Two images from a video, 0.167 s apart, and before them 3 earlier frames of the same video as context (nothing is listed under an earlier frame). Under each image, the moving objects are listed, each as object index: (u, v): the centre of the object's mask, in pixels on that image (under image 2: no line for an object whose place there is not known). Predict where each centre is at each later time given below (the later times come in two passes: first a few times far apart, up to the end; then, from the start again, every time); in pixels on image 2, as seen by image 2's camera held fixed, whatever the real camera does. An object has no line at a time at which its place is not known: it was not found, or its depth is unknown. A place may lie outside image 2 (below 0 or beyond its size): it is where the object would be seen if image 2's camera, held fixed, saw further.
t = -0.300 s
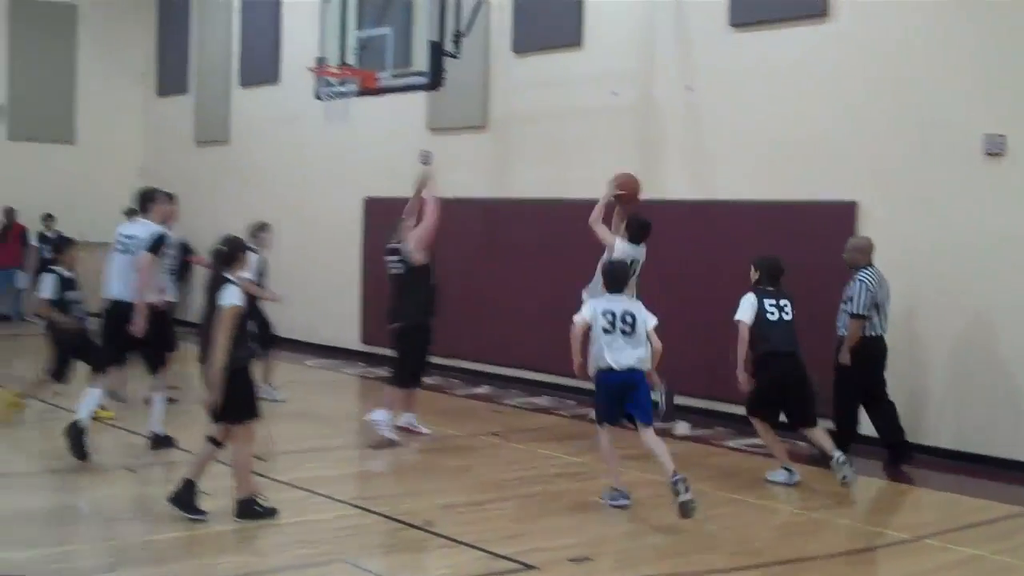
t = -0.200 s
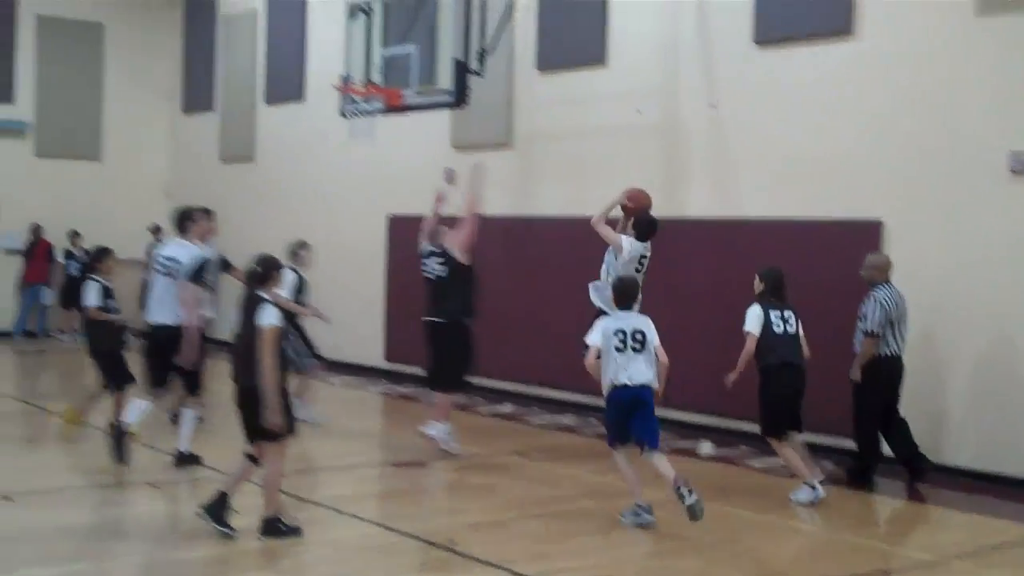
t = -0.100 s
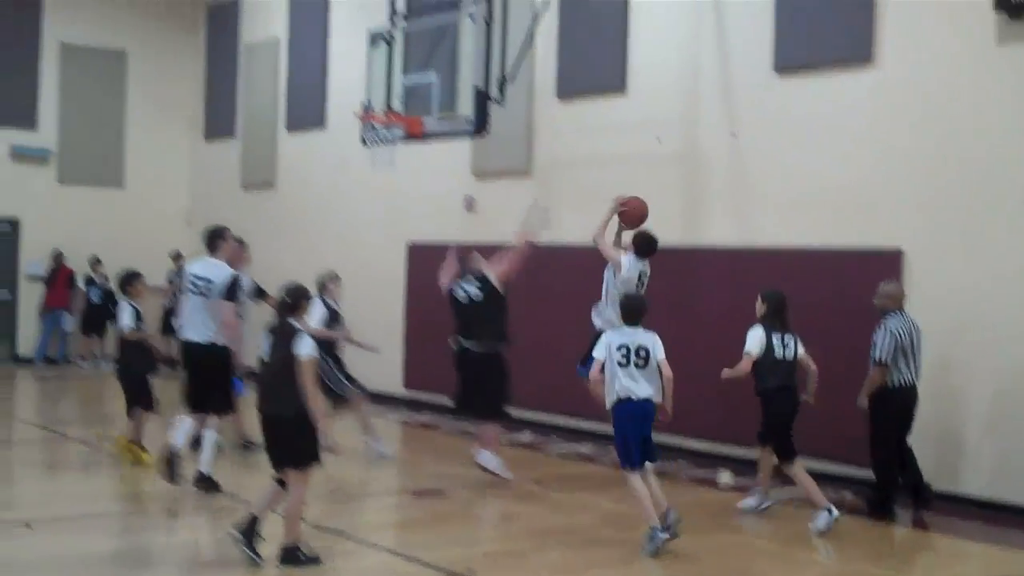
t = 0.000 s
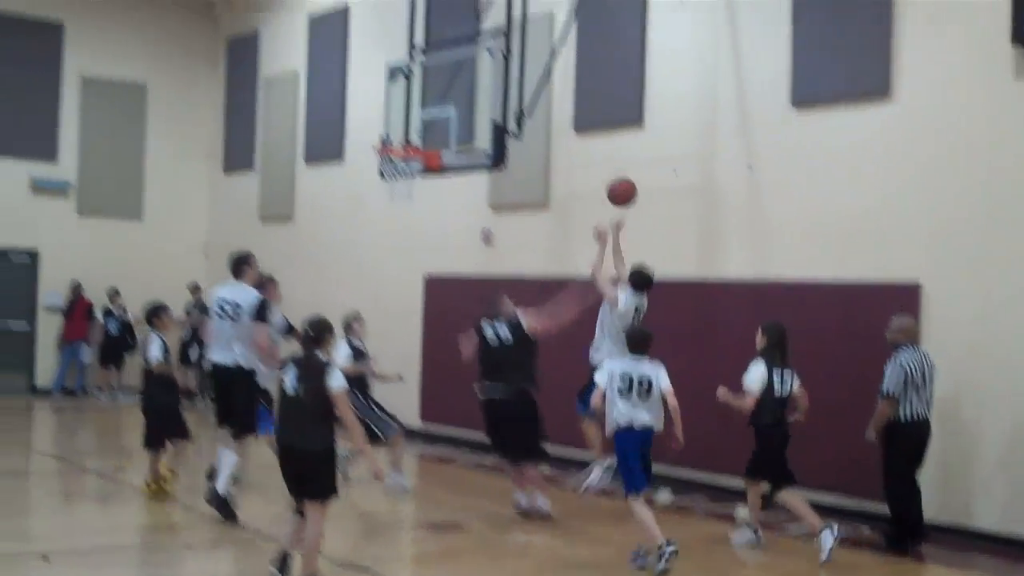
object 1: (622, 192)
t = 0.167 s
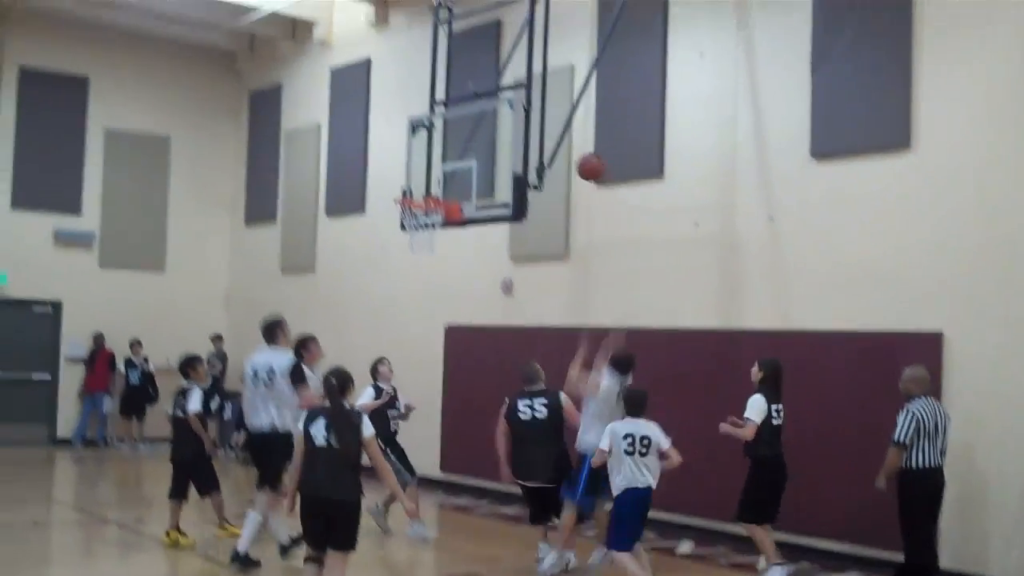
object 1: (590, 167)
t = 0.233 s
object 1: (571, 147)
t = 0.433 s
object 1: (516, 124)
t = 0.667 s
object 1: (454, 151)
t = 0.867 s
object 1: (415, 177)
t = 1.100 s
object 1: (397, 138)
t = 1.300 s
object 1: (379, 149)
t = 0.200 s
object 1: (580, 156)
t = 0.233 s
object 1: (571, 147)
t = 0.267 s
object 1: (562, 141)
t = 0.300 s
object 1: (552, 134)
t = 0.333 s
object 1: (543, 130)
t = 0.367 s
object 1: (534, 126)
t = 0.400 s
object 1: (524, 125)
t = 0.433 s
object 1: (516, 124)
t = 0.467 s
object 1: (506, 124)
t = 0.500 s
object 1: (498, 125)
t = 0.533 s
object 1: (488, 128)
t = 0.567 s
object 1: (480, 132)
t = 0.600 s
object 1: (472, 137)
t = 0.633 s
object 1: (463, 145)
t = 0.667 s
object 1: (454, 151)
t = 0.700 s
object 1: (447, 160)
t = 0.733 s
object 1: (439, 170)
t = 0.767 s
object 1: (430, 180)
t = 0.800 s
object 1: (421, 189)
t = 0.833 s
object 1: (418, 187)
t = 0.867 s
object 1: (415, 177)
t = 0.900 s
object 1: (413, 169)
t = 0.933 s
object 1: (410, 161)
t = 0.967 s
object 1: (408, 154)
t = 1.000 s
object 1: (405, 149)
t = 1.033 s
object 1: (402, 144)
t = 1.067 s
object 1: (400, 141)
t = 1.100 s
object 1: (397, 138)
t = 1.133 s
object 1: (394, 137)
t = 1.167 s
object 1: (391, 137)
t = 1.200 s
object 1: (388, 138)
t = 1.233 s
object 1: (385, 140)
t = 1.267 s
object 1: (382, 144)
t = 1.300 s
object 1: (379, 149)
